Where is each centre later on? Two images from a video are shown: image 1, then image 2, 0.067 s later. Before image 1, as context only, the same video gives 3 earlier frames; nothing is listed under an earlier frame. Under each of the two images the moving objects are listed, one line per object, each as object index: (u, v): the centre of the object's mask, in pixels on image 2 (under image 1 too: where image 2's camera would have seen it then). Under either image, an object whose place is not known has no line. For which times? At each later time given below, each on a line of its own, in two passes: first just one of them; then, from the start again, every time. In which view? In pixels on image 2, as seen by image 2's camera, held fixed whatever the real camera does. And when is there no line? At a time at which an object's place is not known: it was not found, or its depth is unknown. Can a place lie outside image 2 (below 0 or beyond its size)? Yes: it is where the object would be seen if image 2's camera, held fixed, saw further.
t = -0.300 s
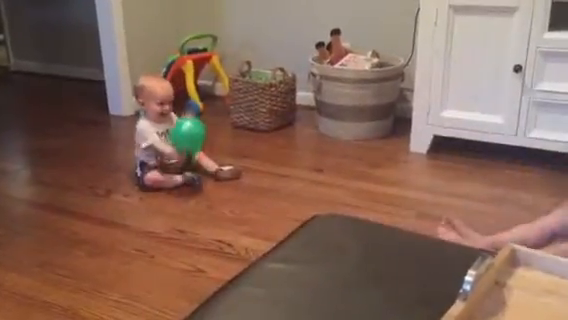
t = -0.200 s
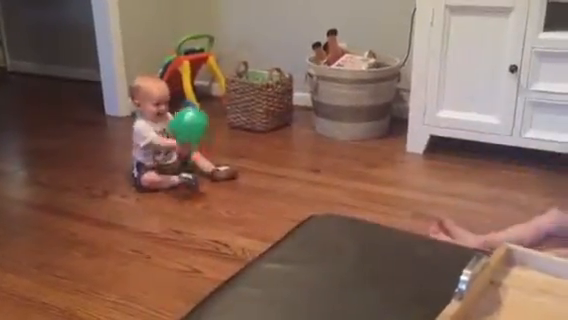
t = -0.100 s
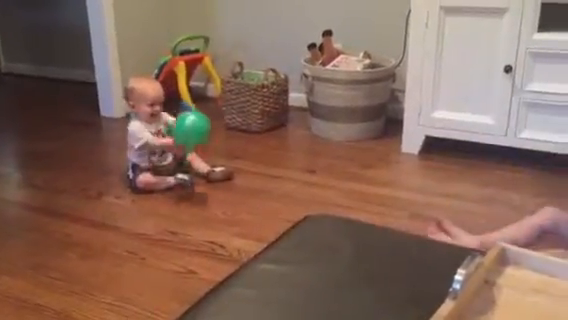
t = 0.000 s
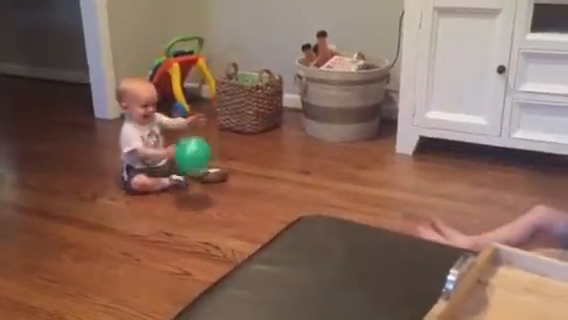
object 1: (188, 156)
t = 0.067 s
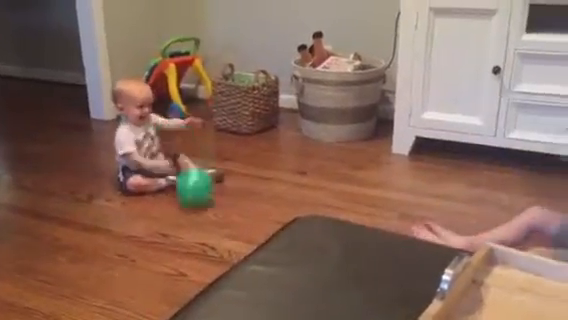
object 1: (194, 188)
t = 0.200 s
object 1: (203, 158)
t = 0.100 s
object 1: (196, 188)
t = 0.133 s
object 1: (198, 173)
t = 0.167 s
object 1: (201, 164)
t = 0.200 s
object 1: (203, 158)
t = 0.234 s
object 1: (205, 155)
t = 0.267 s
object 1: (208, 153)
